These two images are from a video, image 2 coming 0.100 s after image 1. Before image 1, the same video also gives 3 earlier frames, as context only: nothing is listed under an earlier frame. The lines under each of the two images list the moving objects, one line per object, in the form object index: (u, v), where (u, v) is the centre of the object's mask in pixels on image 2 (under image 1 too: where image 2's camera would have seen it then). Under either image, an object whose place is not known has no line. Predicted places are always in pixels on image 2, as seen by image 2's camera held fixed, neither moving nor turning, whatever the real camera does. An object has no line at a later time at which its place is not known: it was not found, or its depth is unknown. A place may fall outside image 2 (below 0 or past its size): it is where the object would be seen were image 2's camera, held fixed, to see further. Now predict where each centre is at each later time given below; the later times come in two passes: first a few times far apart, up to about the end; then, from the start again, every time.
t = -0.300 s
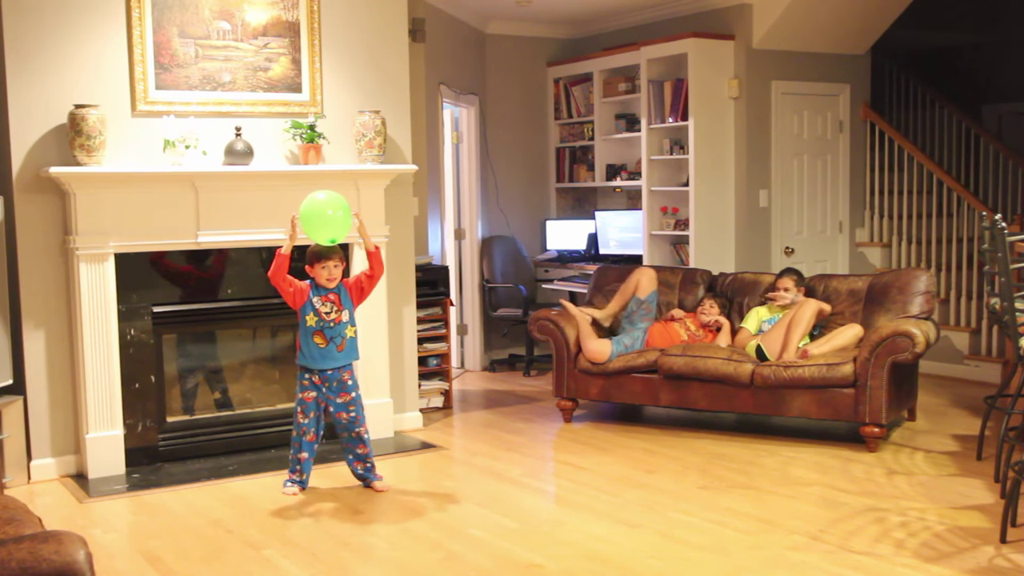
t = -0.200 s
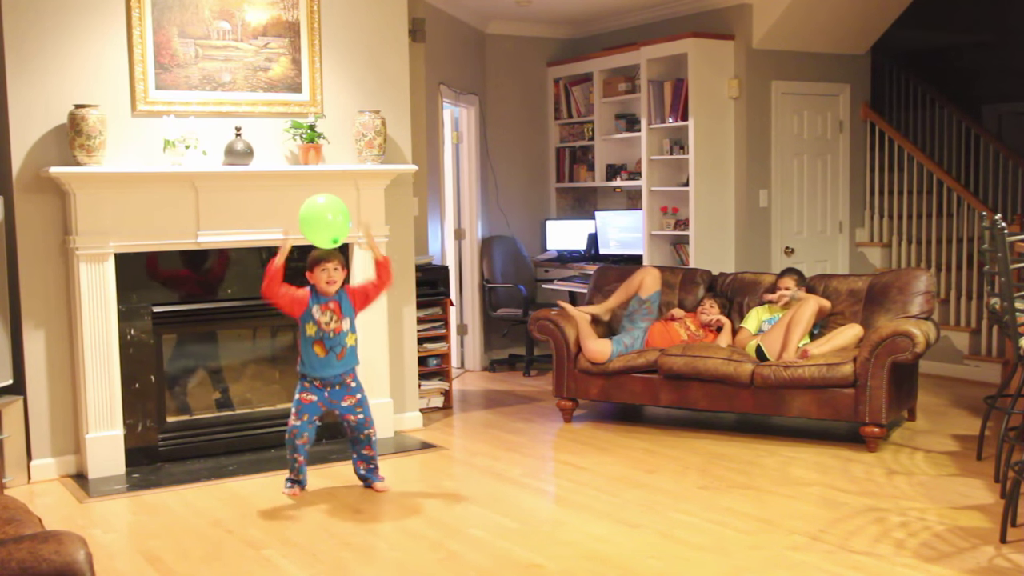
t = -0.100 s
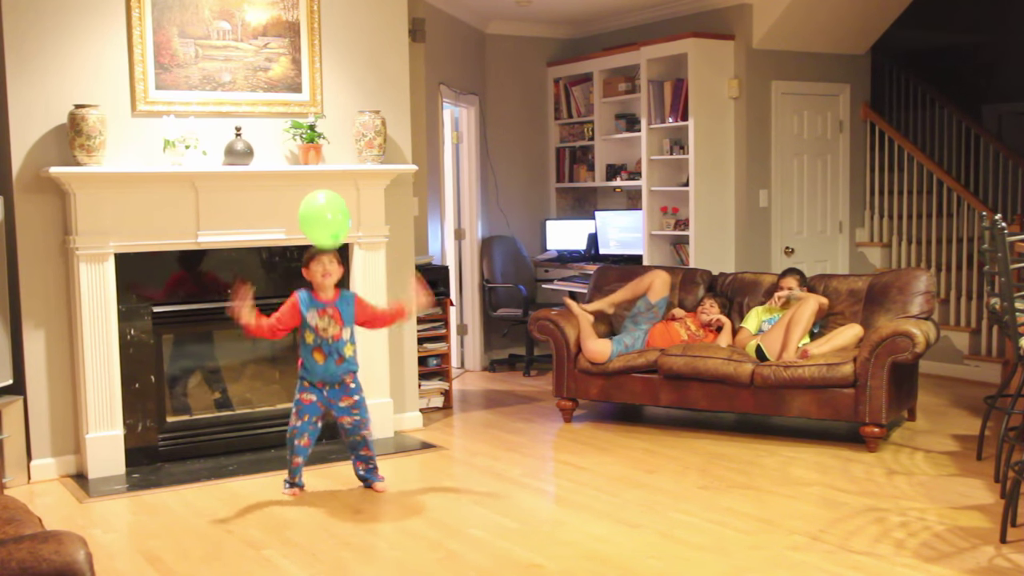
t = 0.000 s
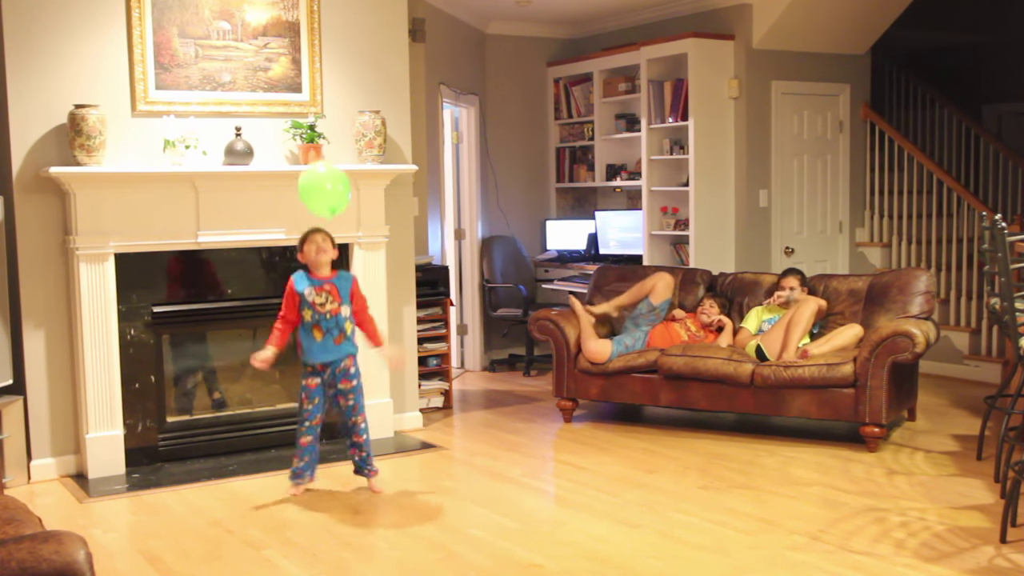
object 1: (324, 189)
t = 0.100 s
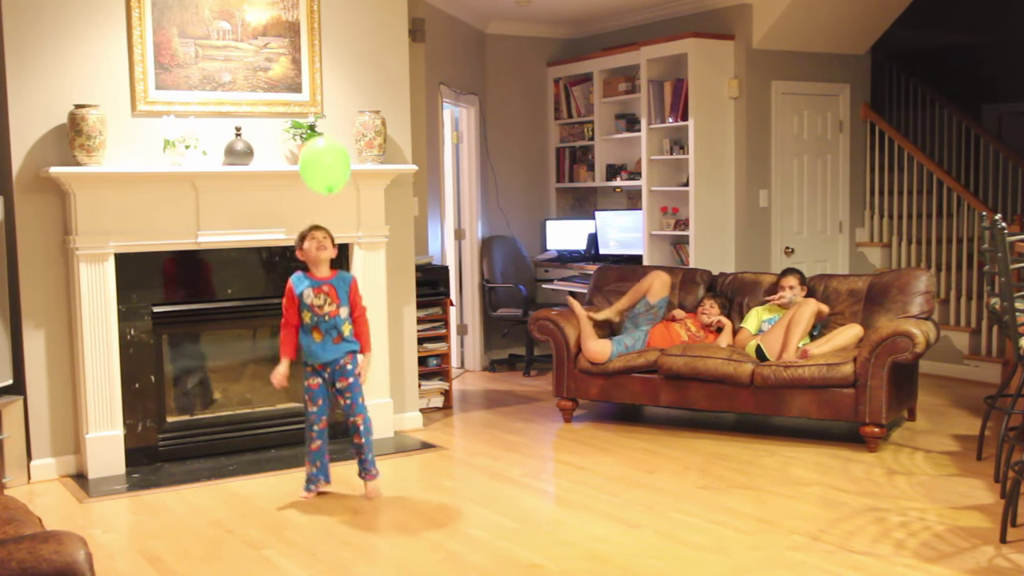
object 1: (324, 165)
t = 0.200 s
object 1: (325, 145)
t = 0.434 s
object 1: (328, 123)
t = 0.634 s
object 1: (330, 123)
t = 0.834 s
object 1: (332, 142)
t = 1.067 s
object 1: (336, 187)
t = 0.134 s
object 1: (325, 157)
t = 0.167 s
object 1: (325, 151)
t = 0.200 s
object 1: (325, 145)
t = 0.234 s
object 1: (325, 140)
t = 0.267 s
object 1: (325, 136)
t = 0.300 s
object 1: (326, 132)
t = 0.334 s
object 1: (326, 129)
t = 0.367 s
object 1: (326, 126)
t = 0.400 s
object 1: (327, 124)
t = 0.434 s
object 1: (328, 123)
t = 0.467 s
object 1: (328, 122)
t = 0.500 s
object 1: (328, 121)
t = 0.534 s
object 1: (329, 121)
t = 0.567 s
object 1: (329, 121)
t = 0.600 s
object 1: (329, 122)
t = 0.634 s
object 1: (330, 123)
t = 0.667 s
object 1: (330, 125)
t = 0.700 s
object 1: (330, 127)
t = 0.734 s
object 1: (331, 130)
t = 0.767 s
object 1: (332, 134)
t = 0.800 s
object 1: (332, 137)
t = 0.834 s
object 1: (332, 142)
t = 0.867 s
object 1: (333, 147)
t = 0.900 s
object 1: (333, 152)
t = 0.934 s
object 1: (334, 159)
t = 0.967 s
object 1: (335, 165)
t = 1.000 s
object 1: (335, 172)
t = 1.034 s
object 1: (336, 179)
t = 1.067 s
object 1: (336, 187)
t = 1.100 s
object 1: (337, 195)
